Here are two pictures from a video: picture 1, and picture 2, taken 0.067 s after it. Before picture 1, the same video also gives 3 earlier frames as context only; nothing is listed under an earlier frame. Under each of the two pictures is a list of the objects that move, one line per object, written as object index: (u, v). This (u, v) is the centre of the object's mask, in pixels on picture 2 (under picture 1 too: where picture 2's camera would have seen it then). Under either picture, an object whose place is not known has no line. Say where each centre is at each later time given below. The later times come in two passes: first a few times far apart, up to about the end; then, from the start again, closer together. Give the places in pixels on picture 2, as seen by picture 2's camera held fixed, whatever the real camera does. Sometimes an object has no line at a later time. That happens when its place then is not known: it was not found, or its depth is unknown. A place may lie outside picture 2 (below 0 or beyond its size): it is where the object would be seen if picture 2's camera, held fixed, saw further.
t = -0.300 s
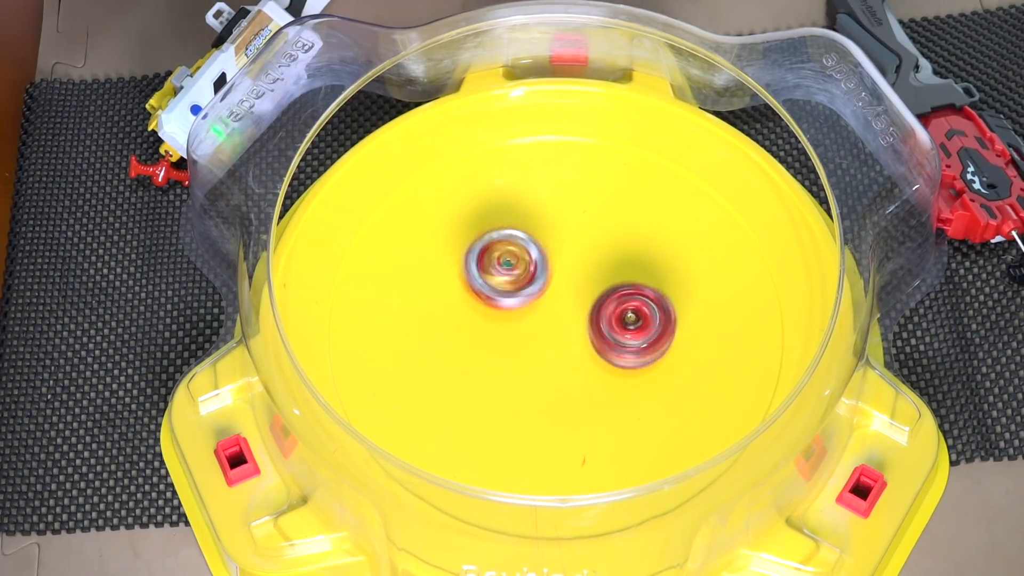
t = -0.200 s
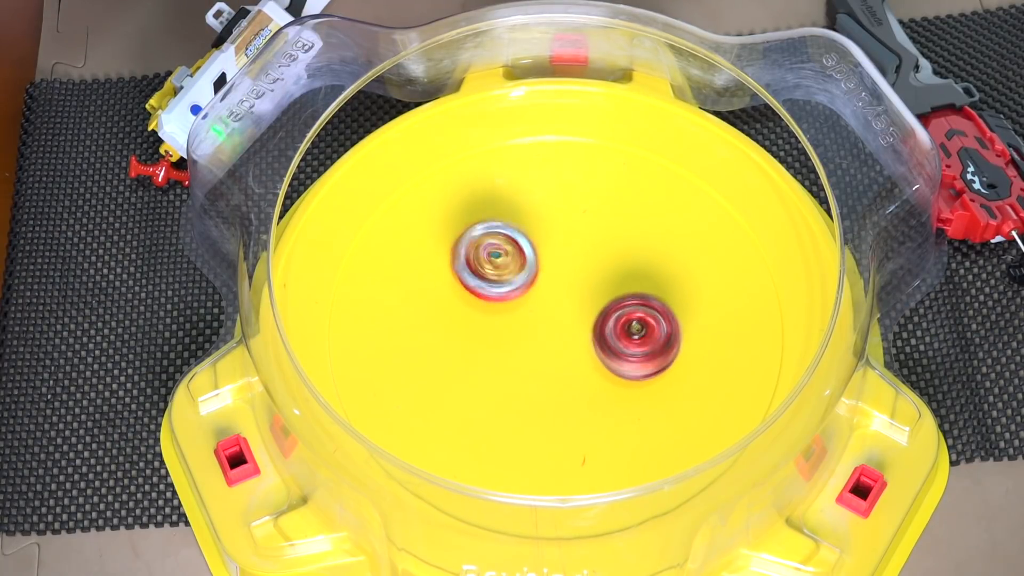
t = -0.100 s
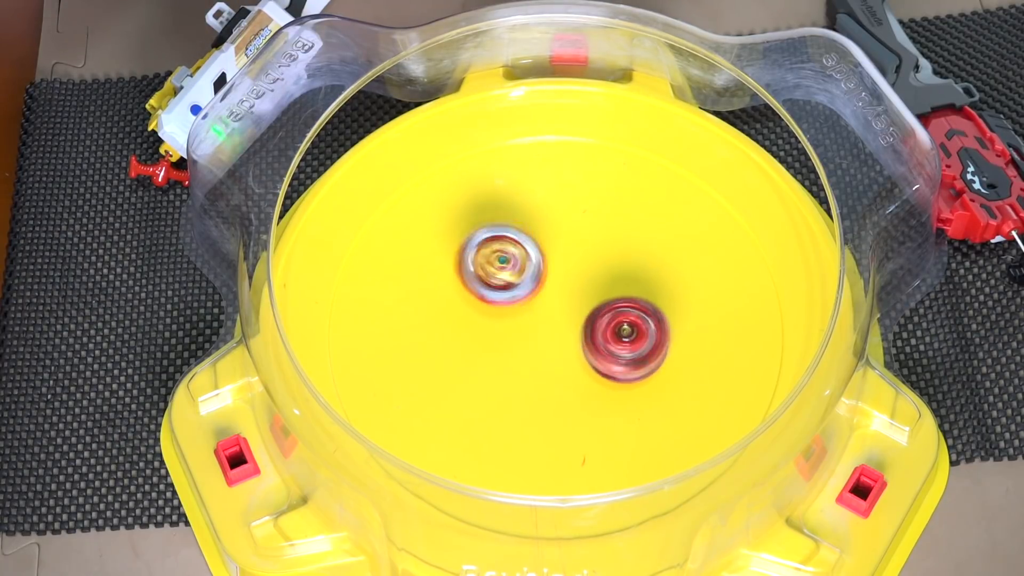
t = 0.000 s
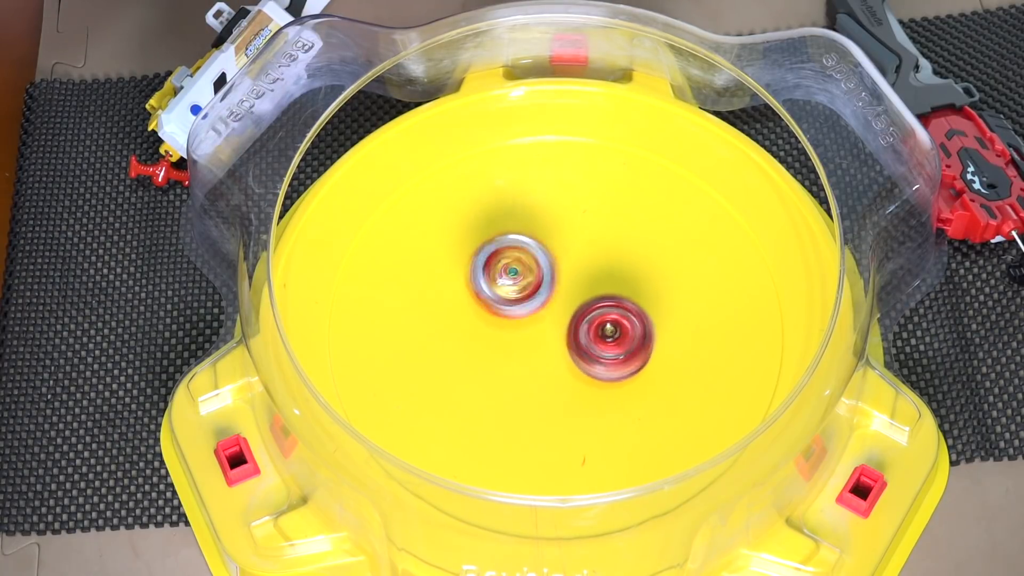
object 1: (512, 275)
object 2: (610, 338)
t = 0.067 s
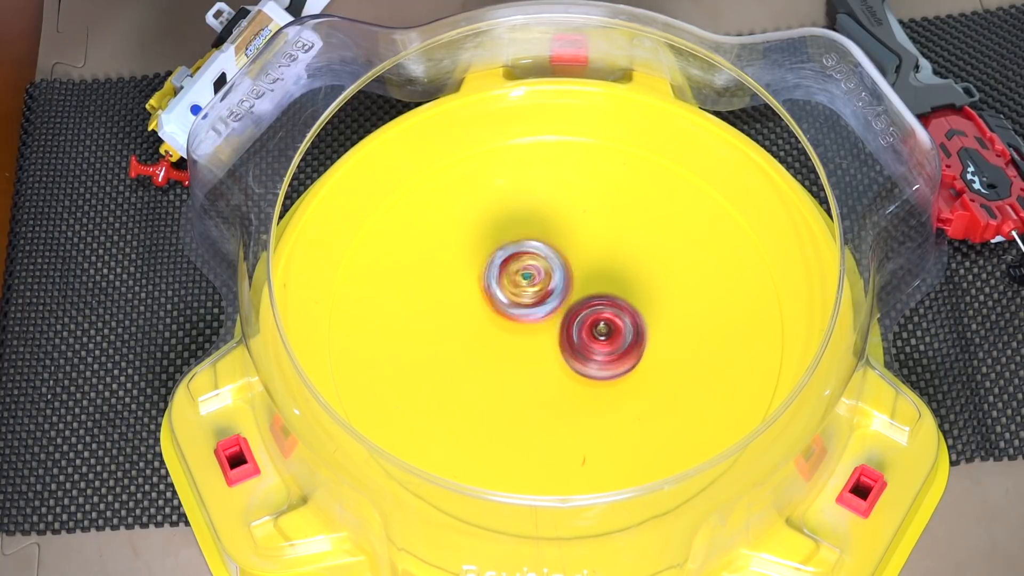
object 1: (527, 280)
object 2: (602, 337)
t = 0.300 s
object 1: (531, 283)
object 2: (600, 347)
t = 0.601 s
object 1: (528, 286)
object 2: (596, 357)
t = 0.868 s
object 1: (518, 286)
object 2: (594, 359)
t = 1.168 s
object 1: (502, 262)
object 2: (609, 377)
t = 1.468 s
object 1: (540, 271)
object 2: (587, 366)
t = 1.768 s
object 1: (553, 257)
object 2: (582, 372)
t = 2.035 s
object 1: (570, 270)
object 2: (574, 373)
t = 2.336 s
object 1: (550, 277)
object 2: (569, 370)
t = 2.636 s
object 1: (514, 234)
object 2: (572, 390)
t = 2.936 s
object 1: (512, 257)
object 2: (559, 362)
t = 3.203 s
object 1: (525, 287)
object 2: (564, 369)
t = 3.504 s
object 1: (513, 275)
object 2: (574, 373)
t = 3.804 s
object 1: (529, 275)
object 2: (578, 365)
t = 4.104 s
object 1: (538, 271)
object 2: (583, 383)
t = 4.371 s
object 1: (545, 289)
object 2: (571, 374)
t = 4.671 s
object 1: (543, 276)
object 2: (567, 377)
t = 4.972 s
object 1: (545, 278)
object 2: (569, 381)
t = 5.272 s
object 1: (542, 279)
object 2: (570, 372)
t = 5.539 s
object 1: (536, 219)
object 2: (588, 410)
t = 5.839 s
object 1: (538, 284)
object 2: (563, 366)
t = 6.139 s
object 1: (503, 285)
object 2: (564, 363)
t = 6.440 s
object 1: (513, 255)
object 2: (594, 377)
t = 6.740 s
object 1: (545, 273)
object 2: (569, 349)
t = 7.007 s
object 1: (545, 265)
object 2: (577, 388)
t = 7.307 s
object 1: (557, 293)
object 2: (562, 380)
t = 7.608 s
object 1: (558, 291)
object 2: (547, 372)
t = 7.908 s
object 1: (554, 285)
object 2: (554, 381)
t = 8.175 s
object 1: (550, 303)
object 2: (550, 377)
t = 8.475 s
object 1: (550, 303)
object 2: (550, 377)
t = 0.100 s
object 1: (526, 278)
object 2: (606, 342)
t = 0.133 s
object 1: (526, 277)
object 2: (607, 345)
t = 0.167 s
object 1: (526, 277)
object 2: (607, 346)
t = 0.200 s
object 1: (527, 277)
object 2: (605, 347)
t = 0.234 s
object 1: (528, 279)
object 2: (604, 346)
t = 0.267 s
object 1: (530, 281)
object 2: (603, 346)
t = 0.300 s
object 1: (531, 283)
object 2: (600, 347)
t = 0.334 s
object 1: (532, 283)
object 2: (599, 348)
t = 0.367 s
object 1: (532, 283)
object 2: (599, 349)
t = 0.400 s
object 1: (530, 283)
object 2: (599, 351)
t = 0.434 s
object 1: (530, 283)
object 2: (599, 351)
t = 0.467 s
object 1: (531, 285)
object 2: (598, 352)
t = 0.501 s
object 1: (530, 285)
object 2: (598, 354)
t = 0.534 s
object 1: (529, 285)
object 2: (598, 356)
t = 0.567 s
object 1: (528, 285)
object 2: (597, 357)
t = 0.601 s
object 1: (528, 286)
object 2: (596, 357)
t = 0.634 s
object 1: (529, 288)
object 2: (595, 356)
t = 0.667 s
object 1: (530, 290)
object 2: (593, 356)
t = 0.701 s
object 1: (525, 287)
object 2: (596, 359)
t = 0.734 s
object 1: (521, 285)
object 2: (598, 360)
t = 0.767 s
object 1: (517, 284)
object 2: (598, 360)
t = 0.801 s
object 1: (517, 284)
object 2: (597, 360)
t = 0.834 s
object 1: (517, 284)
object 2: (596, 360)
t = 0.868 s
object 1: (518, 286)
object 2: (594, 359)
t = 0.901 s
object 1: (519, 288)
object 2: (592, 358)
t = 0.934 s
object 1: (521, 290)
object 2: (590, 357)
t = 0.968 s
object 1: (523, 293)
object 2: (589, 357)
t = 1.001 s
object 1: (513, 283)
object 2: (599, 366)
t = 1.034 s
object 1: (508, 275)
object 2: (606, 373)
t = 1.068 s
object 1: (504, 270)
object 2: (610, 377)
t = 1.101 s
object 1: (501, 267)
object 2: (612, 378)
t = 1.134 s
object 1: (501, 264)
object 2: (611, 378)
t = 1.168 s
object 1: (502, 262)
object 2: (609, 377)
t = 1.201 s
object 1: (504, 263)
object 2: (607, 375)
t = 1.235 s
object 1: (507, 264)
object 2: (603, 373)
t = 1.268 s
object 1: (510, 266)
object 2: (601, 370)
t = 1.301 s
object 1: (513, 267)
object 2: (598, 368)
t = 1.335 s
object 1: (518, 270)
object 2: (594, 365)
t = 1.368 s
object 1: (524, 272)
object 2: (590, 362)
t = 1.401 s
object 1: (530, 275)
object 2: (588, 359)
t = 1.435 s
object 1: (536, 279)
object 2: (585, 357)
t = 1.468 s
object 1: (540, 271)
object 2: (587, 366)
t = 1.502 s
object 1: (538, 261)
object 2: (591, 373)
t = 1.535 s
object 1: (539, 255)
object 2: (594, 379)
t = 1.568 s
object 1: (541, 251)
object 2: (594, 382)
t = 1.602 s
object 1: (542, 249)
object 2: (593, 382)
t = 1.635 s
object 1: (544, 247)
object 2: (591, 380)
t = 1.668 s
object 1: (546, 249)
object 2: (590, 379)
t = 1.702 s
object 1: (547, 251)
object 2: (588, 377)
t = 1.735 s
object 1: (550, 254)
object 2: (585, 374)
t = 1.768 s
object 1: (553, 257)
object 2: (582, 372)
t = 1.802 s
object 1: (557, 262)
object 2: (580, 368)
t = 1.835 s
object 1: (560, 266)
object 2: (578, 366)
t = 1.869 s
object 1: (563, 272)
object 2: (575, 363)
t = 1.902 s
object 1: (567, 275)
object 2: (574, 363)
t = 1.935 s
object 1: (568, 271)
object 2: (575, 369)
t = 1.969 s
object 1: (569, 269)
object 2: (575, 374)
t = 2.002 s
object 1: (570, 269)
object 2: (574, 374)
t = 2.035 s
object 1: (570, 270)
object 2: (574, 373)
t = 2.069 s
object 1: (569, 271)
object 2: (573, 373)
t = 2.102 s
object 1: (568, 273)
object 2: (572, 371)
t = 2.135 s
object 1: (567, 275)
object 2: (571, 369)
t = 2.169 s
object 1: (565, 277)
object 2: (571, 367)
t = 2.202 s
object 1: (563, 276)
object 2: (570, 370)
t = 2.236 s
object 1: (559, 275)
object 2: (570, 371)
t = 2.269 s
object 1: (556, 275)
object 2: (571, 371)
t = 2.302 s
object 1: (553, 275)
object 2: (570, 371)
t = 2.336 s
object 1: (550, 277)
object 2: (569, 370)
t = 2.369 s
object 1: (548, 278)
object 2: (569, 368)
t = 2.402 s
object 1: (546, 281)
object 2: (568, 367)
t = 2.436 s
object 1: (544, 280)
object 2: (567, 370)
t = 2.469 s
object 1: (539, 267)
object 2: (570, 380)
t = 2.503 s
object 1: (534, 258)
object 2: (573, 390)
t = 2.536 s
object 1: (528, 250)
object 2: (573, 393)
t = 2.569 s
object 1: (522, 244)
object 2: (574, 394)
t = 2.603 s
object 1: (518, 238)
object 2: (574, 393)
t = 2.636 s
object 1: (514, 234)
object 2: (572, 390)
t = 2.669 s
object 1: (511, 231)
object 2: (571, 387)
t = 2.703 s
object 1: (510, 231)
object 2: (570, 385)
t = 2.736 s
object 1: (509, 232)
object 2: (568, 381)
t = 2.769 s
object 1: (508, 234)
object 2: (566, 377)
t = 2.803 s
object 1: (507, 238)
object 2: (565, 374)
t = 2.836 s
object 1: (507, 241)
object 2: (563, 371)
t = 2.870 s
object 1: (507, 244)
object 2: (562, 367)
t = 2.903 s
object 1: (509, 250)
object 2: (560, 365)
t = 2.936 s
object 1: (512, 257)
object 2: (559, 362)
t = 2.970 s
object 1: (517, 268)
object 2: (558, 360)
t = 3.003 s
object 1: (520, 276)
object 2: (557, 360)
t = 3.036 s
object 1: (522, 277)
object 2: (561, 367)
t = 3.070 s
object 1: (522, 278)
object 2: (564, 370)
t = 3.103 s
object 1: (522, 279)
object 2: (565, 372)
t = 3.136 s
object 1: (523, 281)
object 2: (565, 371)
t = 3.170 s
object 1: (523, 283)
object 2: (566, 370)
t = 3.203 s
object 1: (525, 287)
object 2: (564, 369)
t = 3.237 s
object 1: (524, 284)
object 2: (568, 374)
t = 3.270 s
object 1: (519, 277)
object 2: (575, 380)
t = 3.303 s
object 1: (516, 274)
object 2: (579, 384)
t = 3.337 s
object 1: (513, 272)
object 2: (581, 385)
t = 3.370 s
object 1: (513, 271)
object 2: (582, 384)
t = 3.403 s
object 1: (513, 271)
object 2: (581, 382)
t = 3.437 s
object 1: (513, 272)
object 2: (580, 379)
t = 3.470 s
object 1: (513, 273)
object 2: (577, 376)
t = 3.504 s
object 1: (513, 275)
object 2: (574, 373)
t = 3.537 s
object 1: (515, 277)
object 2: (573, 370)
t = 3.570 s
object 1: (518, 280)
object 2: (570, 366)
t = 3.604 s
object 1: (522, 284)
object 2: (568, 363)
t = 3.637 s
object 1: (525, 286)
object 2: (568, 361)
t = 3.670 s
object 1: (526, 284)
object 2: (571, 361)
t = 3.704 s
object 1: (528, 282)
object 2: (573, 360)
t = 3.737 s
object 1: (528, 280)
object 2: (576, 363)
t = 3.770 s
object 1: (528, 276)
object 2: (578, 364)
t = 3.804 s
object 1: (529, 275)
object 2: (578, 365)
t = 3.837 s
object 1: (529, 274)
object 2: (578, 364)
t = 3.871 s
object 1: (530, 276)
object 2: (578, 364)
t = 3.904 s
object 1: (531, 276)
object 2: (576, 364)
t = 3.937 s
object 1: (533, 278)
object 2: (576, 364)
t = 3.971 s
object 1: (535, 279)
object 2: (575, 364)
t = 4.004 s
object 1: (537, 282)
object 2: (576, 364)
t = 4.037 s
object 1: (538, 279)
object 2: (579, 370)
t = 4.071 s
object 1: (537, 274)
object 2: (582, 377)
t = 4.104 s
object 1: (538, 271)
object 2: (583, 383)
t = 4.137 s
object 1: (539, 273)
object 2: (583, 386)
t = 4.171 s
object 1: (539, 274)
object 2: (582, 387)
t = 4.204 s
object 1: (538, 275)
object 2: (581, 387)
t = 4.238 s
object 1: (539, 276)
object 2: (581, 385)
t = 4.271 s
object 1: (539, 278)
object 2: (578, 383)
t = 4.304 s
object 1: (541, 281)
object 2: (577, 380)
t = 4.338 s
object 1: (542, 285)
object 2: (574, 377)
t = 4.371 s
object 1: (545, 289)
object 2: (571, 374)
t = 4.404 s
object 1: (545, 290)
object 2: (570, 376)
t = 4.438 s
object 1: (544, 290)
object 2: (570, 376)
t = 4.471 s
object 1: (543, 288)
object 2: (569, 375)
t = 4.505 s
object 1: (545, 287)
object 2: (567, 374)
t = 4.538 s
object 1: (545, 289)
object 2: (567, 374)
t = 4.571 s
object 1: (545, 284)
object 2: (566, 377)
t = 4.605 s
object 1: (543, 280)
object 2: (567, 378)
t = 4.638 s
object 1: (543, 277)
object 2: (566, 378)
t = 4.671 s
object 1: (543, 276)
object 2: (567, 377)
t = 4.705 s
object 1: (544, 275)
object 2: (566, 377)
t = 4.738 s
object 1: (544, 276)
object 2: (566, 376)
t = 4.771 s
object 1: (544, 277)
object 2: (565, 375)
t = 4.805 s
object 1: (543, 278)
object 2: (566, 374)
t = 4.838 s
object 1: (544, 279)
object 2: (565, 374)
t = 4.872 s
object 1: (544, 281)
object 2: (566, 372)
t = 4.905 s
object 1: (546, 284)
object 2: (565, 371)
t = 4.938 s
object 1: (547, 283)
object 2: (567, 374)
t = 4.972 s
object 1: (545, 278)
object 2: (569, 381)
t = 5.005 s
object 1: (543, 272)
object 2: (572, 385)
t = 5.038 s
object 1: (544, 270)
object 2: (573, 388)
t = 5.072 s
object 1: (543, 270)
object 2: (575, 388)
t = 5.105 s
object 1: (543, 270)
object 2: (575, 387)
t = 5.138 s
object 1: (542, 271)
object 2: (575, 385)
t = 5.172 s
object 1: (541, 272)
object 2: (573, 382)
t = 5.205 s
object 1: (540, 273)
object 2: (572, 380)
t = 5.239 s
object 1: (541, 275)
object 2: (570, 376)
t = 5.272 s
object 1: (542, 279)
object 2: (570, 372)
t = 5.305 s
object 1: (542, 282)
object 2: (570, 367)
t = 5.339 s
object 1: (541, 276)
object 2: (573, 374)
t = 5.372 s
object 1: (538, 257)
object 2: (577, 387)
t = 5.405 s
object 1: (533, 239)
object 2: (581, 399)
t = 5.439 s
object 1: (533, 227)
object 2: (585, 407)
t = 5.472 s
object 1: (533, 219)
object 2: (586, 411)
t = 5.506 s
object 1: (534, 217)
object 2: (588, 412)
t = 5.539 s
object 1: (536, 219)
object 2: (588, 410)
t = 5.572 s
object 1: (537, 221)
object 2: (589, 406)
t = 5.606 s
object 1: (537, 225)
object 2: (587, 402)
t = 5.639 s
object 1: (538, 230)
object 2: (585, 397)
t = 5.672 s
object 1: (538, 237)
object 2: (583, 391)
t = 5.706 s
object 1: (539, 244)
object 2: (578, 386)
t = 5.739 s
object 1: (539, 253)
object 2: (575, 381)
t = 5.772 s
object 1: (540, 263)
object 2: (570, 376)
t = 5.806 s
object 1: (539, 273)
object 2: (567, 371)
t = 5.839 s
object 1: (538, 284)
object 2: (563, 366)
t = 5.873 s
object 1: (536, 293)
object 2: (560, 362)
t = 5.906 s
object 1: (529, 290)
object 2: (564, 369)
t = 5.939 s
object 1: (519, 286)
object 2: (566, 374)
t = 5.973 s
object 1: (510, 286)
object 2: (568, 376)
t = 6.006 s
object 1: (505, 281)
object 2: (569, 375)
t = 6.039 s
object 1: (498, 280)
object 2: (569, 374)
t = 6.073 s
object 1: (498, 280)
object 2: (570, 371)
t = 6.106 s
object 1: (501, 283)
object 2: (567, 367)
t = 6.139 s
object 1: (503, 285)
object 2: (564, 363)
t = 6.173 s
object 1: (505, 289)
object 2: (562, 359)
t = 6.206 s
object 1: (509, 292)
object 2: (560, 356)
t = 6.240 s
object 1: (509, 287)
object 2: (567, 362)
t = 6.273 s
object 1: (506, 276)
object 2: (576, 372)
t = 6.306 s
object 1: (506, 265)
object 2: (584, 380)
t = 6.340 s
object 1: (509, 261)
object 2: (591, 384)
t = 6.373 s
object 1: (510, 257)
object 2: (594, 383)
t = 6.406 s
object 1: (511, 256)
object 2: (596, 381)
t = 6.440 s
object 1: (513, 255)
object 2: (594, 377)
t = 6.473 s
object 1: (515, 256)
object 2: (591, 371)
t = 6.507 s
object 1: (516, 258)
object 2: (588, 368)
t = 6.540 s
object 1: (519, 260)
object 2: (585, 364)
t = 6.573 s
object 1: (524, 262)
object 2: (582, 358)
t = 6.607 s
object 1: (531, 267)
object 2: (579, 354)
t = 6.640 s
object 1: (537, 271)
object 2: (576, 348)
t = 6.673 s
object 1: (539, 276)
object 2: (571, 342)
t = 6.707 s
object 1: (541, 277)
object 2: (569, 343)
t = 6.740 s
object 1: (545, 273)
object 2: (569, 349)
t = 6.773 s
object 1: (549, 262)
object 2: (571, 363)
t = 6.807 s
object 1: (548, 251)
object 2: (572, 375)
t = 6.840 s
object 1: (548, 244)
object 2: (573, 382)
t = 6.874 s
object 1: (549, 242)
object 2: (574, 387)
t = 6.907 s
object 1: (547, 243)
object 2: (576, 388)
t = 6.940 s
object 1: (548, 245)
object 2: (576, 388)
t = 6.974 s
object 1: (548, 253)
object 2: (576, 388)
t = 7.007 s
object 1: (545, 265)
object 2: (577, 388)
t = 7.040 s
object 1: (538, 273)
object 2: (578, 385)
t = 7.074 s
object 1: (539, 281)
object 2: (577, 384)
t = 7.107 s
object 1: (541, 288)
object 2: (575, 380)
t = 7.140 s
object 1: (543, 296)
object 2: (573, 376)
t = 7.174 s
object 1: (548, 303)
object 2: (569, 374)
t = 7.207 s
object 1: (550, 299)
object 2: (567, 378)
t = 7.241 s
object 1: (552, 295)
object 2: (564, 380)
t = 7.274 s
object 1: (556, 294)
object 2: (562, 381)
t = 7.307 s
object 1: (557, 293)
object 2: (562, 380)
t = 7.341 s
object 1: (558, 293)
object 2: (560, 379)
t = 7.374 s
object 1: (558, 292)
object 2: (559, 378)
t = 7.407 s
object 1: (556, 292)
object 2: (556, 376)
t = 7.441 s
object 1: (555, 293)
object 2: (553, 375)
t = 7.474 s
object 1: (554, 292)
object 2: (551, 374)
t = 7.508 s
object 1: (555, 292)
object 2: (547, 372)
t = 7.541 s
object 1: (557, 291)
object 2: (546, 375)
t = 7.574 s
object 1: (558, 291)
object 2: (546, 375)
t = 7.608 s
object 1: (558, 291)
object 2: (547, 372)
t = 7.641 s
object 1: (558, 291)
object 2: (547, 370)
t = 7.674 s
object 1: (558, 291)
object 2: (549, 370)
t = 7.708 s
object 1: (555, 290)
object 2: (553, 377)
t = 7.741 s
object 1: (555, 284)
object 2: (556, 382)
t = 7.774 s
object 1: (556, 283)
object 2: (557, 384)
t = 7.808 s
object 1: (556, 283)
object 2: (556, 385)
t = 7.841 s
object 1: (556, 283)
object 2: (556, 384)
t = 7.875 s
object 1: (555, 284)
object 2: (555, 383)
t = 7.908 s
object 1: (554, 285)
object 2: (554, 381)
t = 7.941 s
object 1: (552, 289)
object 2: (552, 380)
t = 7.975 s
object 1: (551, 291)
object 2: (551, 378)
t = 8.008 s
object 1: (551, 294)
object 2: (550, 377)
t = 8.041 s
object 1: (551, 298)
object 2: (550, 377)
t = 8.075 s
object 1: (550, 301)
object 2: (550, 377)
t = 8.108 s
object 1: (550, 302)
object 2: (550, 377)
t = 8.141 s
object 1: (550, 303)
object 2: (550, 377)
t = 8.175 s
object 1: (550, 303)
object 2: (550, 377)
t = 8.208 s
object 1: (550, 303)
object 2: (550, 377)
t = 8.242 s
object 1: (550, 303)
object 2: (550, 376)
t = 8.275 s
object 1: (550, 303)
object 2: (550, 377)
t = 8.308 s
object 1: (550, 303)
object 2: (550, 377)
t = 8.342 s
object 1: (550, 303)
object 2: (550, 377)
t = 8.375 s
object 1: (550, 303)
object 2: (550, 377)
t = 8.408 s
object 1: (550, 303)
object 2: (550, 376)
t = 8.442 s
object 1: (550, 303)
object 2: (550, 377)
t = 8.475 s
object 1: (550, 303)
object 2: (550, 377)
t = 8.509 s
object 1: (550, 303)
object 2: (550, 377)
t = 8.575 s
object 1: (551, 302)
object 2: (550, 376)
